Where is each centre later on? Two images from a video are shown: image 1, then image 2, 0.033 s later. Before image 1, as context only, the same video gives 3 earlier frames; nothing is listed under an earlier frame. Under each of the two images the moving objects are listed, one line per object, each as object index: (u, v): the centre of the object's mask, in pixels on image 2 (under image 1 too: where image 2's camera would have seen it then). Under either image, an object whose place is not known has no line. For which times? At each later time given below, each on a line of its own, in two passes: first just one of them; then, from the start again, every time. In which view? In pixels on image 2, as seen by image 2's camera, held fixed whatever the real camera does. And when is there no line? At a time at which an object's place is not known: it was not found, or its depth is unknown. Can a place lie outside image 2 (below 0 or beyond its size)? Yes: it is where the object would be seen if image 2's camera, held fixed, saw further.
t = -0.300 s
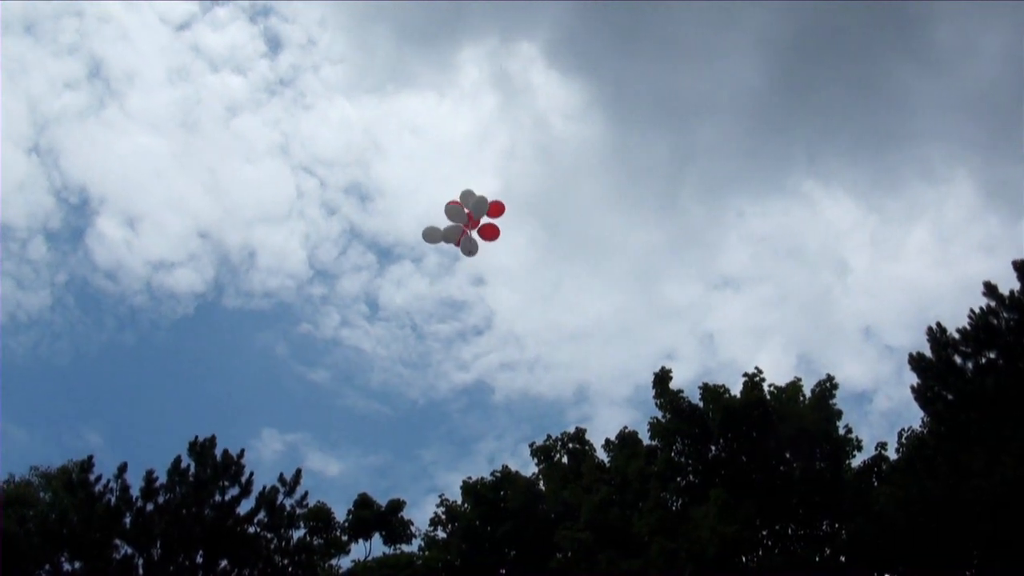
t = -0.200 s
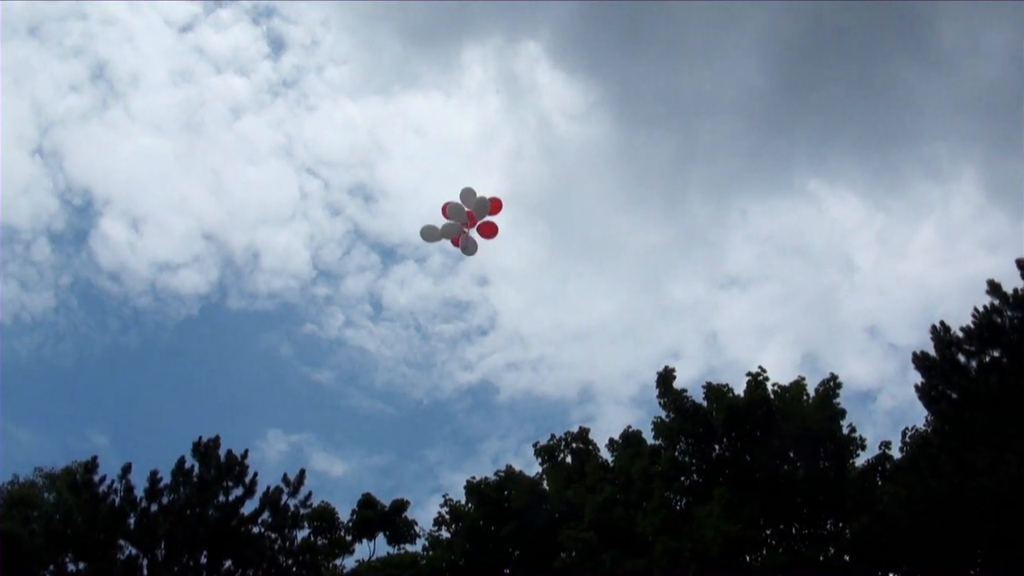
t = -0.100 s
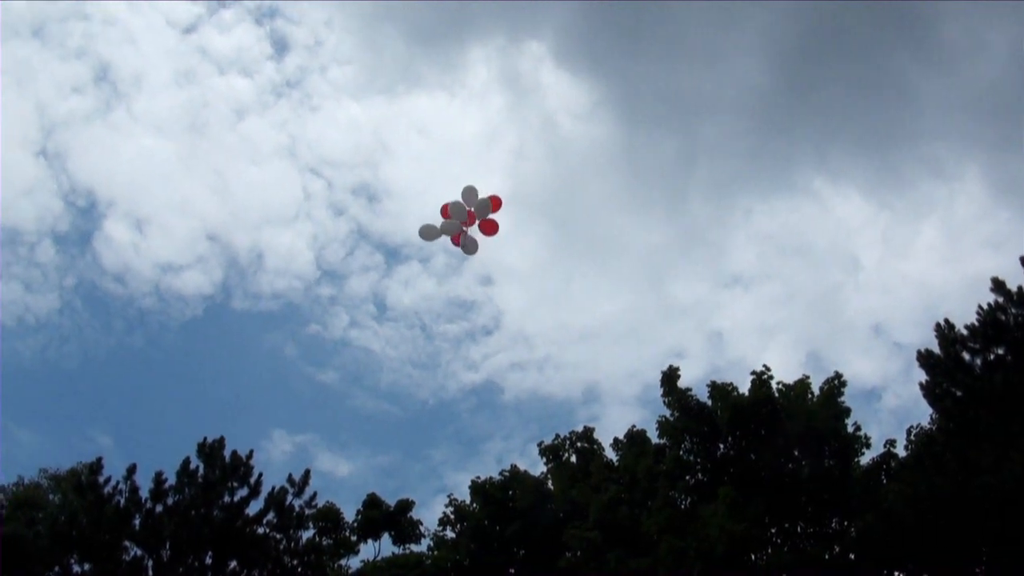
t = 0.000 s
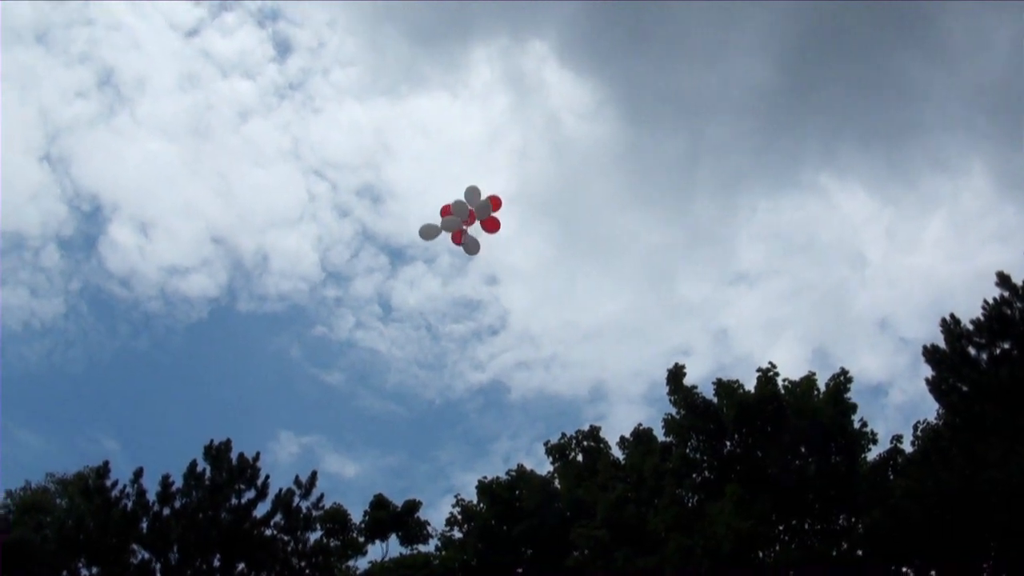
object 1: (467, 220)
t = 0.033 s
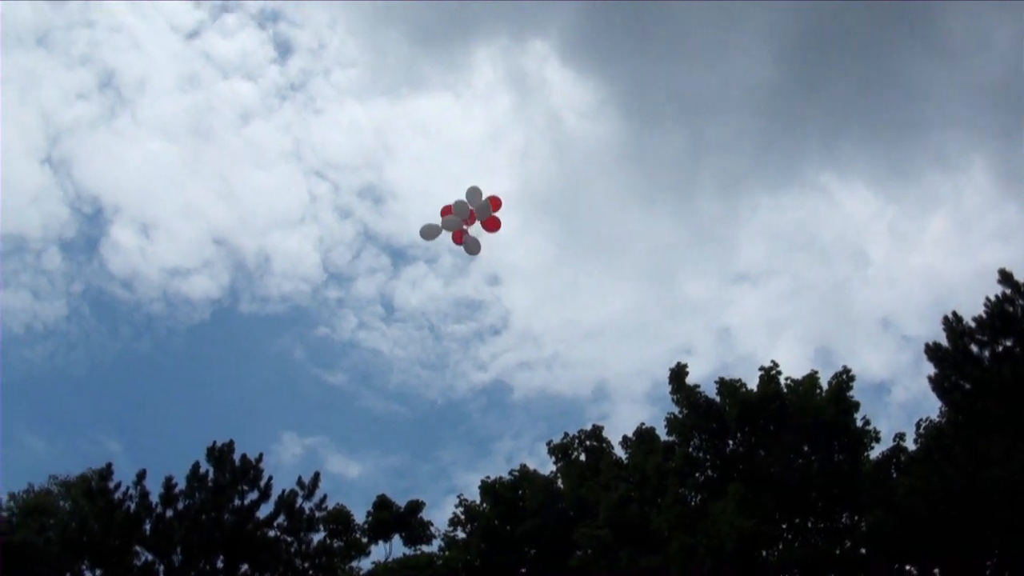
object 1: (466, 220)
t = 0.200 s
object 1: (461, 218)
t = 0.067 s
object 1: (466, 218)
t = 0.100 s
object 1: (465, 218)
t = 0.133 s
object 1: (463, 218)
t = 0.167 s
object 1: (462, 218)
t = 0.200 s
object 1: (461, 218)
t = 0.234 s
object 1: (460, 217)
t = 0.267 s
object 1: (459, 217)
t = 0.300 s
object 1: (455, 215)
